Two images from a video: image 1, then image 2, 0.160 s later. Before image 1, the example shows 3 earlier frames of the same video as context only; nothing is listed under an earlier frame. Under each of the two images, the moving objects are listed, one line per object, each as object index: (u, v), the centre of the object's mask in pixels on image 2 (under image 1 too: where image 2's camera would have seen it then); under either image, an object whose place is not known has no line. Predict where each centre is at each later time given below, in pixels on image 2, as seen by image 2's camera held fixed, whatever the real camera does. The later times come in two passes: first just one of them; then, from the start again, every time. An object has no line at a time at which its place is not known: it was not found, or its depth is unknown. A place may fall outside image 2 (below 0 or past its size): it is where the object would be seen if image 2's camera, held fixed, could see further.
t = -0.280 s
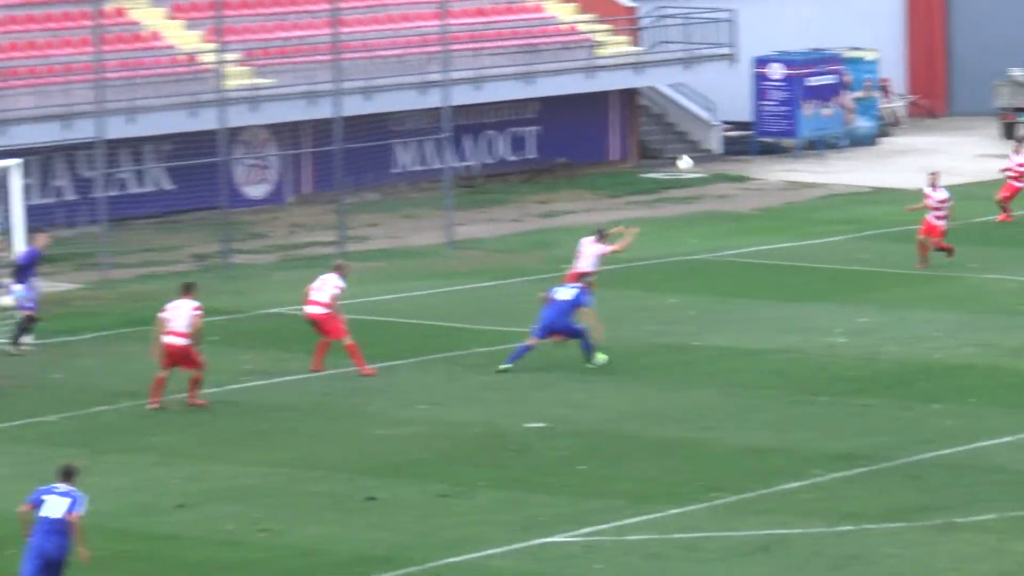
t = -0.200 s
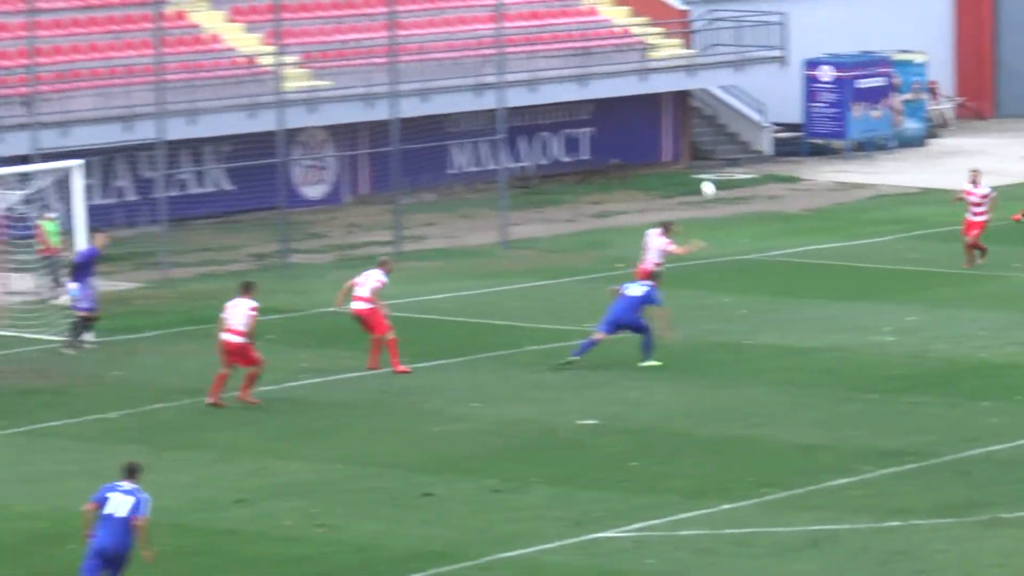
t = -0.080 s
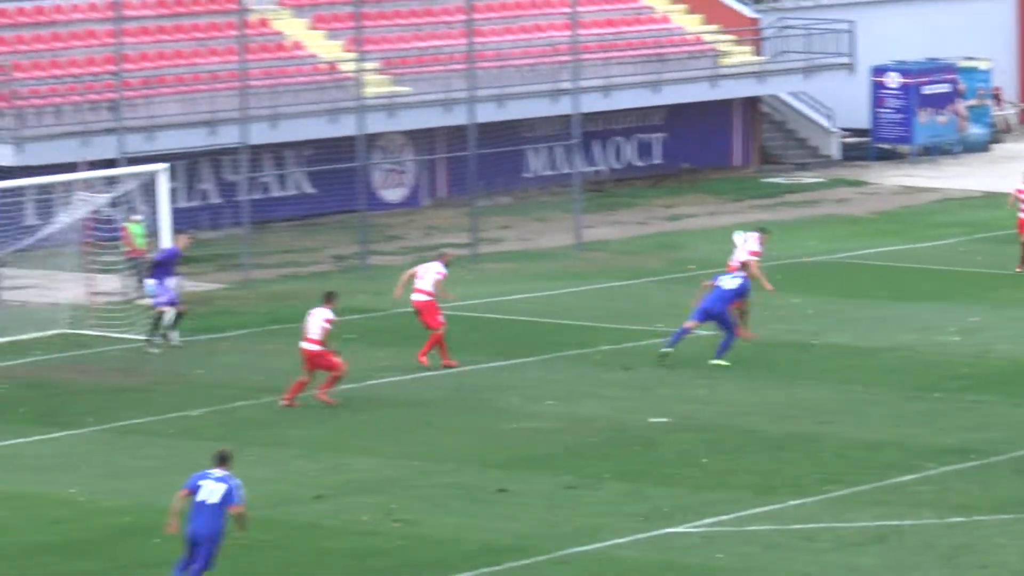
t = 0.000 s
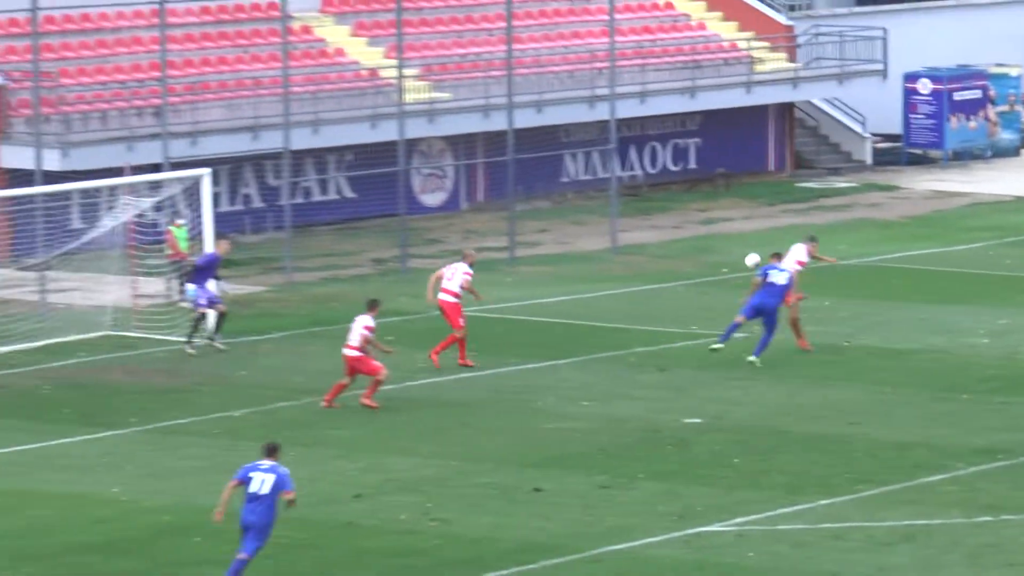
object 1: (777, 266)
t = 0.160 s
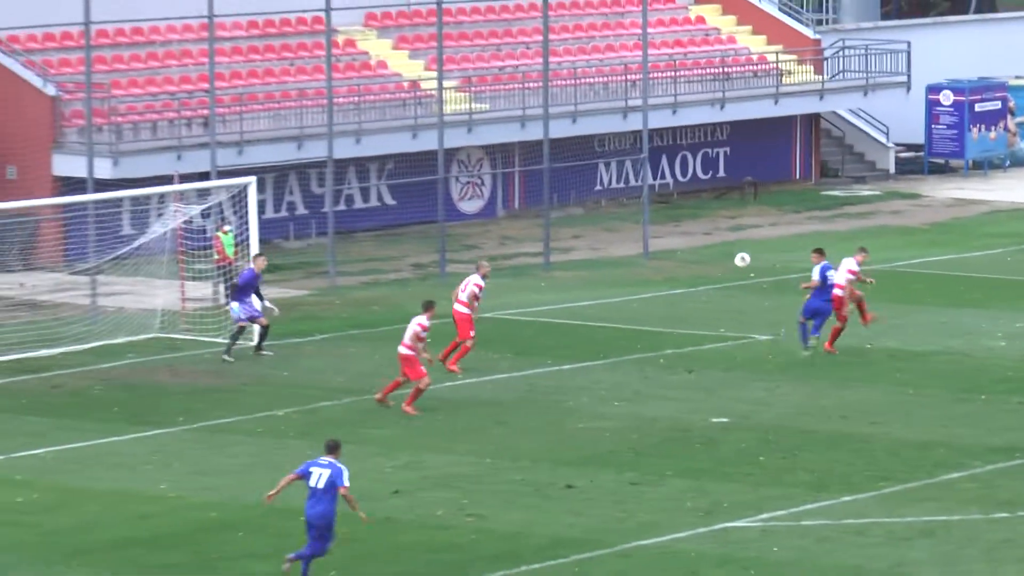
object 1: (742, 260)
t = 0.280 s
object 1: (716, 269)
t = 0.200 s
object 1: (734, 262)
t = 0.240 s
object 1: (725, 264)
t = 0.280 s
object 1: (716, 269)
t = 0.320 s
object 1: (708, 274)
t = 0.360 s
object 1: (700, 281)
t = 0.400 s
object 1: (693, 289)
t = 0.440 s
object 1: (688, 299)
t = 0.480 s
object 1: (682, 310)
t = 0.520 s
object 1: (676, 323)
